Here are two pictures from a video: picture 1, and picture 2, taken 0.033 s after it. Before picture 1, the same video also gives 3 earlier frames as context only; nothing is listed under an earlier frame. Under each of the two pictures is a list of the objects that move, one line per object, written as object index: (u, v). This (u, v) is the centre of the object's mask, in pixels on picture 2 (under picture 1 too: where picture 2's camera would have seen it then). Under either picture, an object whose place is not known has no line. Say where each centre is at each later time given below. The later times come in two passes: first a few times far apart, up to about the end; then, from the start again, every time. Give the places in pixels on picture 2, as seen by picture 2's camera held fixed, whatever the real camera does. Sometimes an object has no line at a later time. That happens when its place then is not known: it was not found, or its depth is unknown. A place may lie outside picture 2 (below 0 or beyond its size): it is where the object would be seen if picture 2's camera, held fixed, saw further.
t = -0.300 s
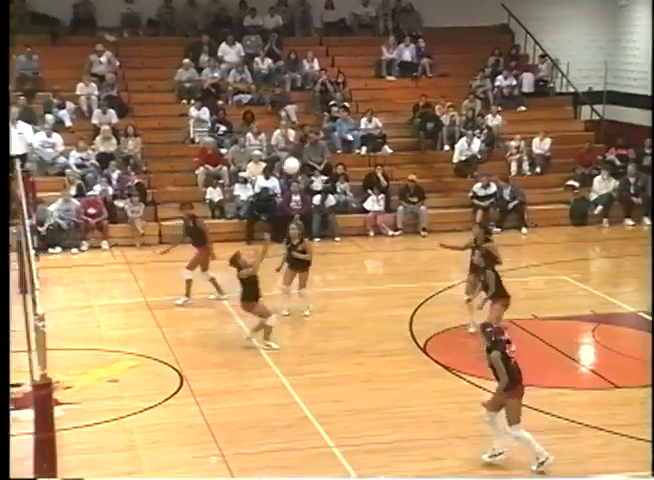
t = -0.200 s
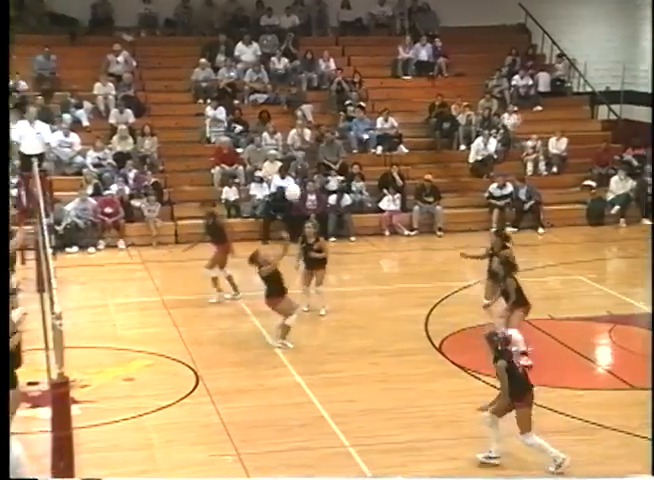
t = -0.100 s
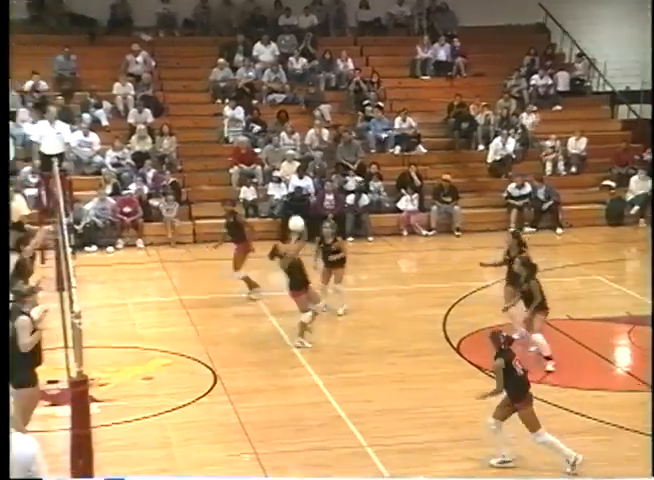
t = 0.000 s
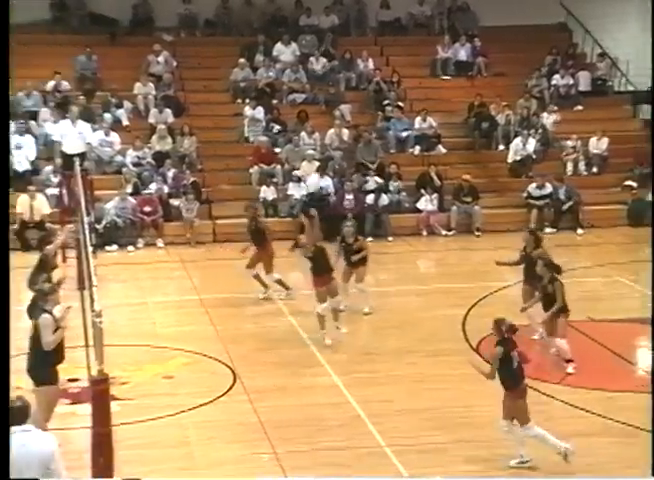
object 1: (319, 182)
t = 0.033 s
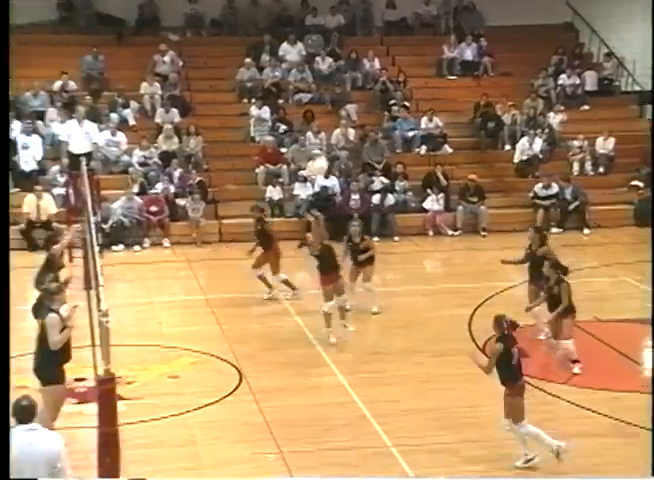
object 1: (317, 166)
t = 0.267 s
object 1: (322, 72)
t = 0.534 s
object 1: (327, 11)
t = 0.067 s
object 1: (320, 151)
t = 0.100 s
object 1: (320, 135)
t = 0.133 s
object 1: (320, 121)
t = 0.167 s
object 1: (321, 108)
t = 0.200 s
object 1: (321, 95)
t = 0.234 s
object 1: (321, 83)
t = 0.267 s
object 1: (322, 72)
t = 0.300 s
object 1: (323, 62)
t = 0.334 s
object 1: (324, 50)
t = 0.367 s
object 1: (324, 43)
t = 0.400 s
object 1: (325, 35)
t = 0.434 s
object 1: (325, 27)
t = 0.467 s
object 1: (326, 21)
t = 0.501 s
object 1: (327, 16)
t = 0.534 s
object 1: (327, 11)
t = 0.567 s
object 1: (328, 8)
